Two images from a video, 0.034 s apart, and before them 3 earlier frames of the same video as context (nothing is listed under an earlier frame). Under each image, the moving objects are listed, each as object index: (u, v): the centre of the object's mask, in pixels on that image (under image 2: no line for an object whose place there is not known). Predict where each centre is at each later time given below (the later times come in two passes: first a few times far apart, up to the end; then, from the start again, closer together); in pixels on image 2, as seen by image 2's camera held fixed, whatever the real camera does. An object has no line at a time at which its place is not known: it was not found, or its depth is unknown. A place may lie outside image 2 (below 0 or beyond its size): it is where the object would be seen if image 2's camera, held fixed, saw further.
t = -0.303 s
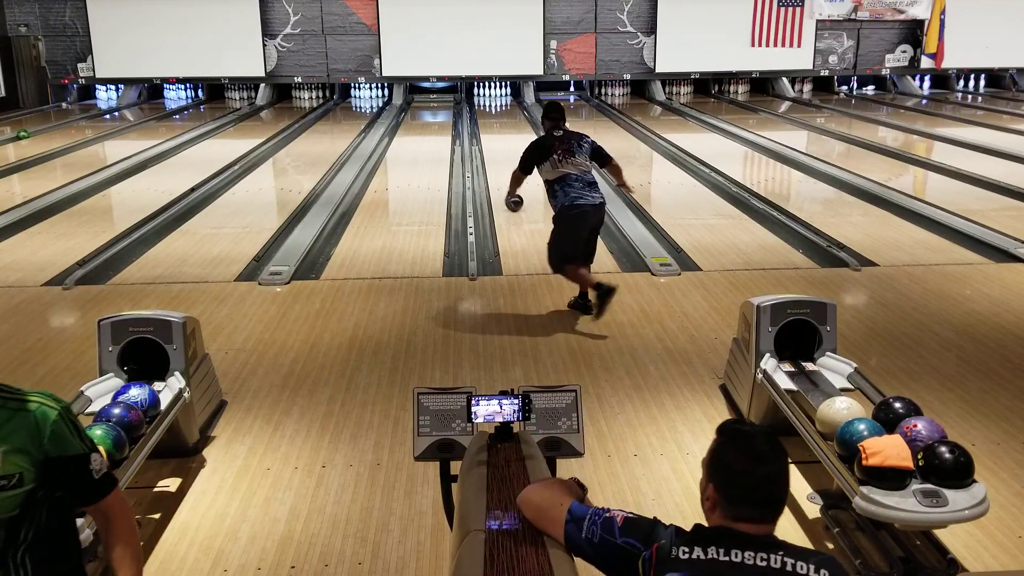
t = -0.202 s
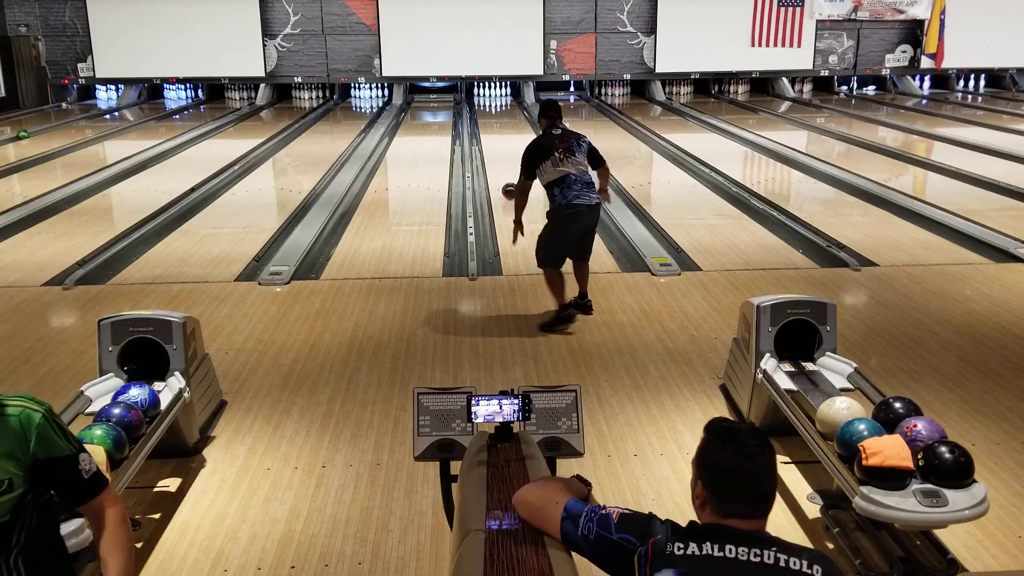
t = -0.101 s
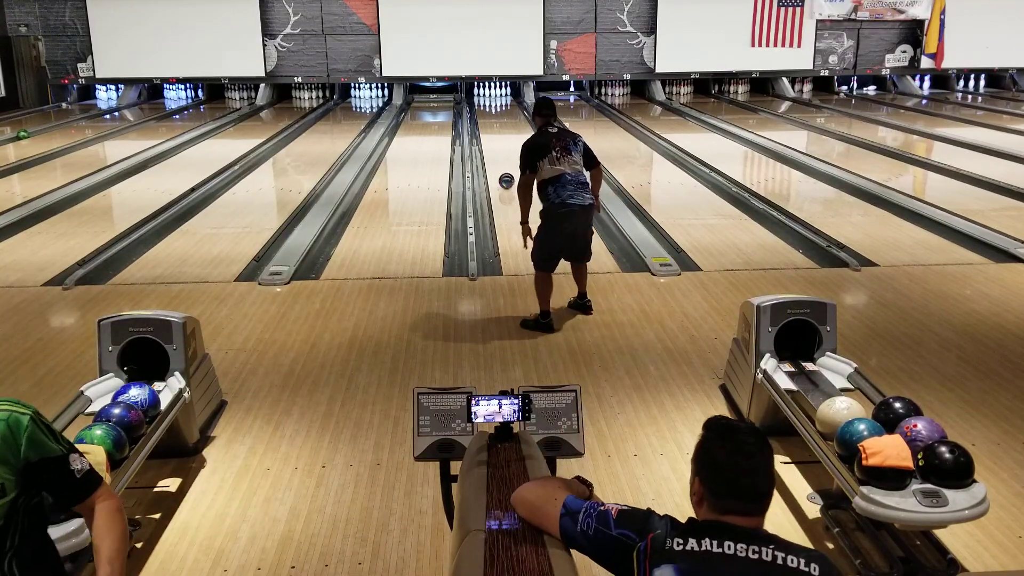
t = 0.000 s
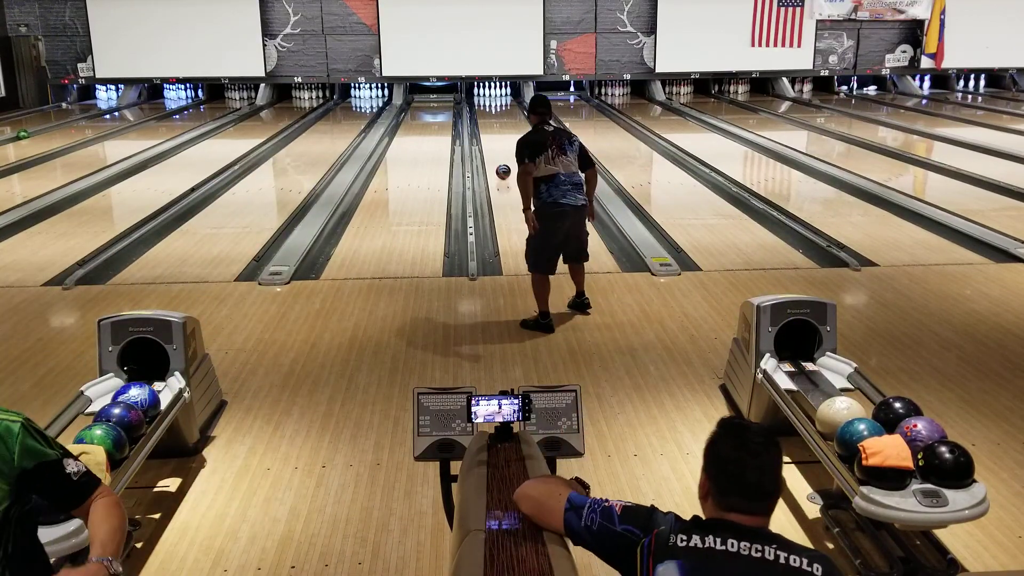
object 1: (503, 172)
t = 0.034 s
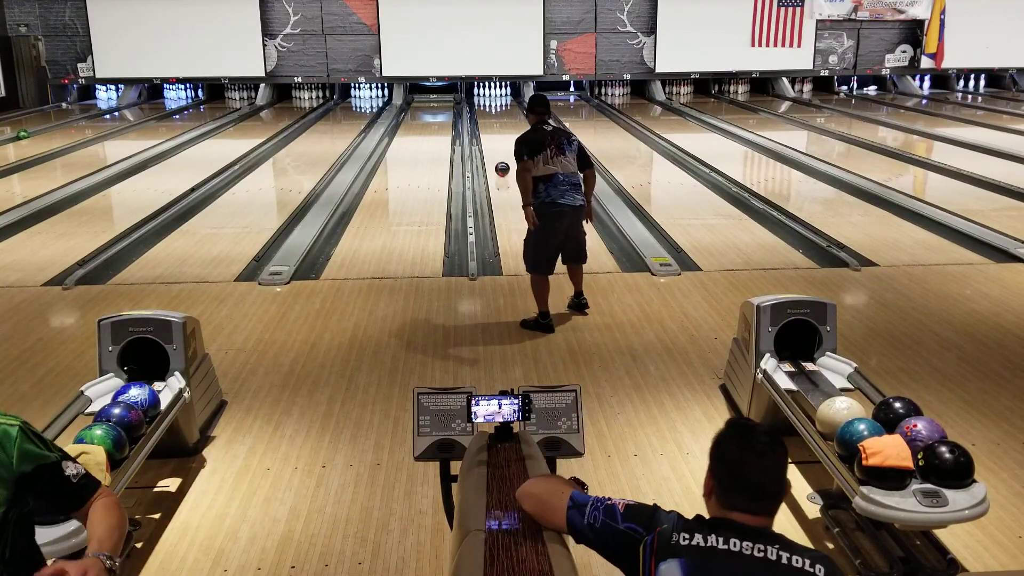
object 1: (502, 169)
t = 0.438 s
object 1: (493, 142)
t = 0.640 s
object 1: (490, 132)
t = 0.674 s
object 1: (490, 131)
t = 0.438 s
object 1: (493, 142)
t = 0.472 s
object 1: (492, 140)
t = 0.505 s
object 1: (492, 138)
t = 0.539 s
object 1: (491, 137)
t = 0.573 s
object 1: (491, 135)
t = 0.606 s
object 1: (491, 134)
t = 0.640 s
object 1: (490, 132)
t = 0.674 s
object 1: (490, 131)
